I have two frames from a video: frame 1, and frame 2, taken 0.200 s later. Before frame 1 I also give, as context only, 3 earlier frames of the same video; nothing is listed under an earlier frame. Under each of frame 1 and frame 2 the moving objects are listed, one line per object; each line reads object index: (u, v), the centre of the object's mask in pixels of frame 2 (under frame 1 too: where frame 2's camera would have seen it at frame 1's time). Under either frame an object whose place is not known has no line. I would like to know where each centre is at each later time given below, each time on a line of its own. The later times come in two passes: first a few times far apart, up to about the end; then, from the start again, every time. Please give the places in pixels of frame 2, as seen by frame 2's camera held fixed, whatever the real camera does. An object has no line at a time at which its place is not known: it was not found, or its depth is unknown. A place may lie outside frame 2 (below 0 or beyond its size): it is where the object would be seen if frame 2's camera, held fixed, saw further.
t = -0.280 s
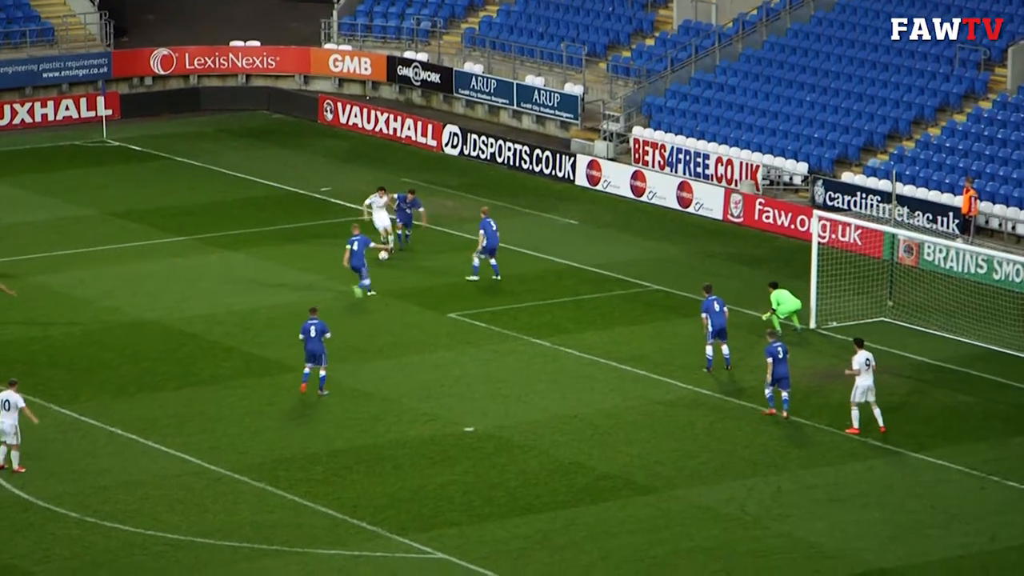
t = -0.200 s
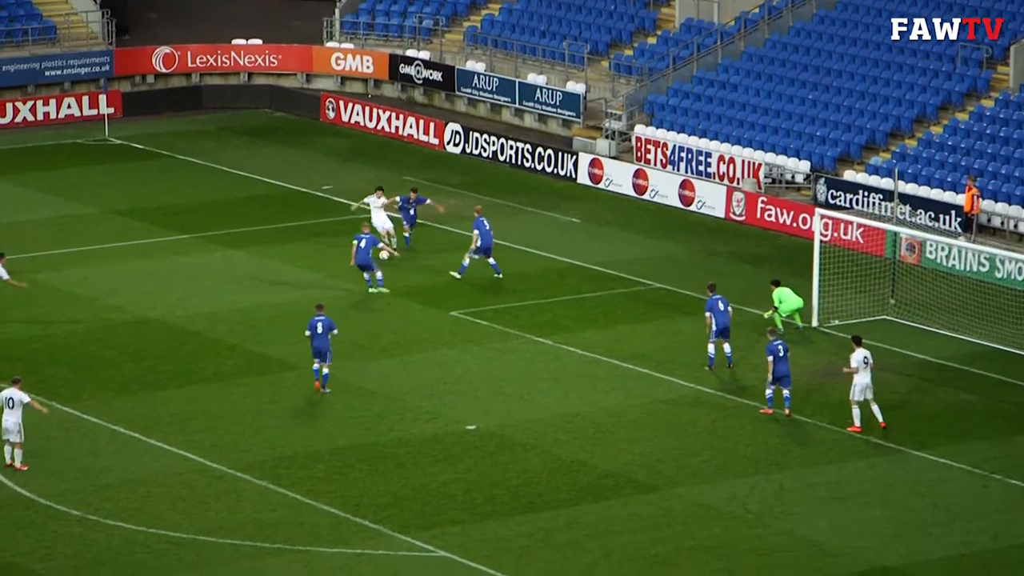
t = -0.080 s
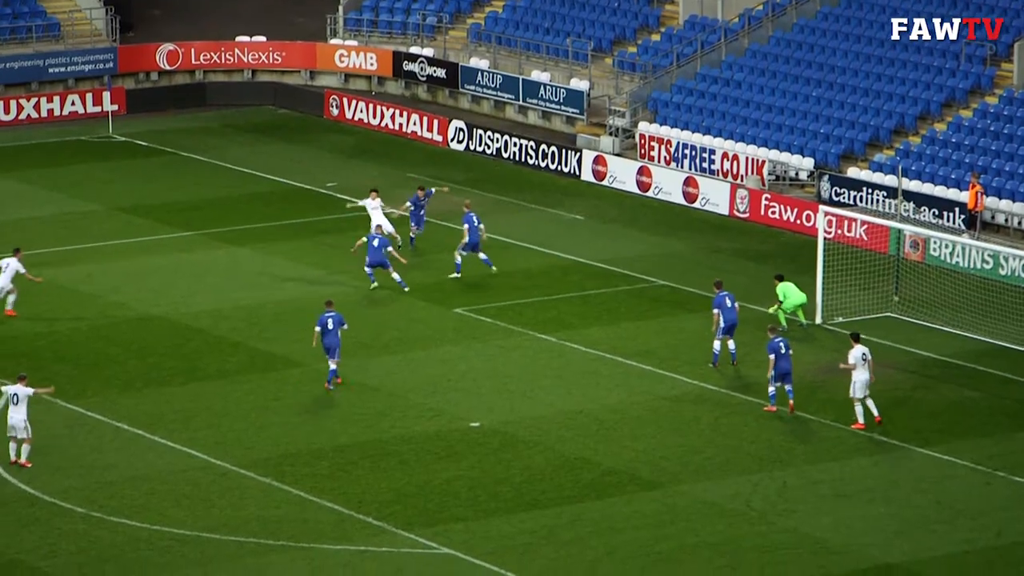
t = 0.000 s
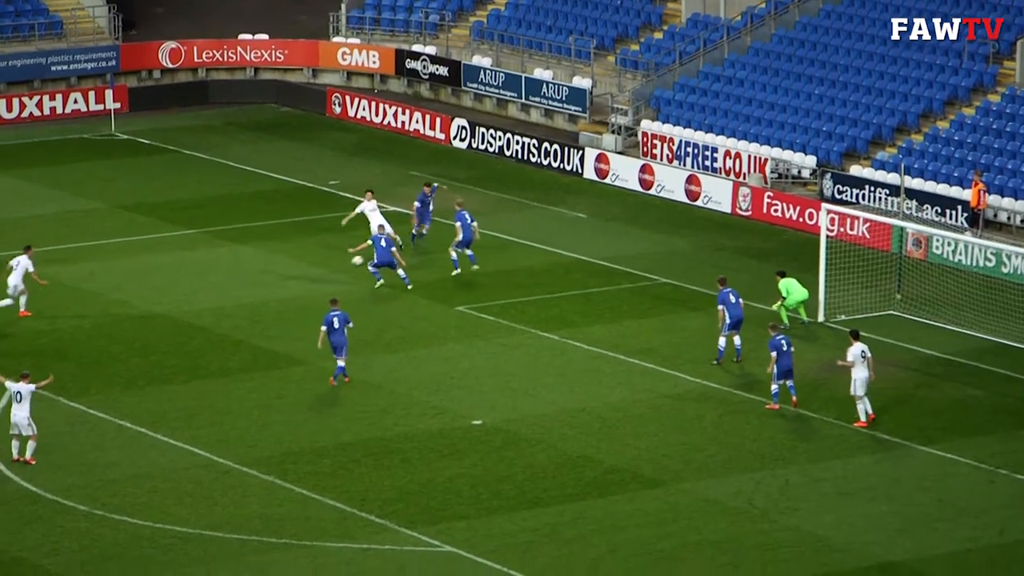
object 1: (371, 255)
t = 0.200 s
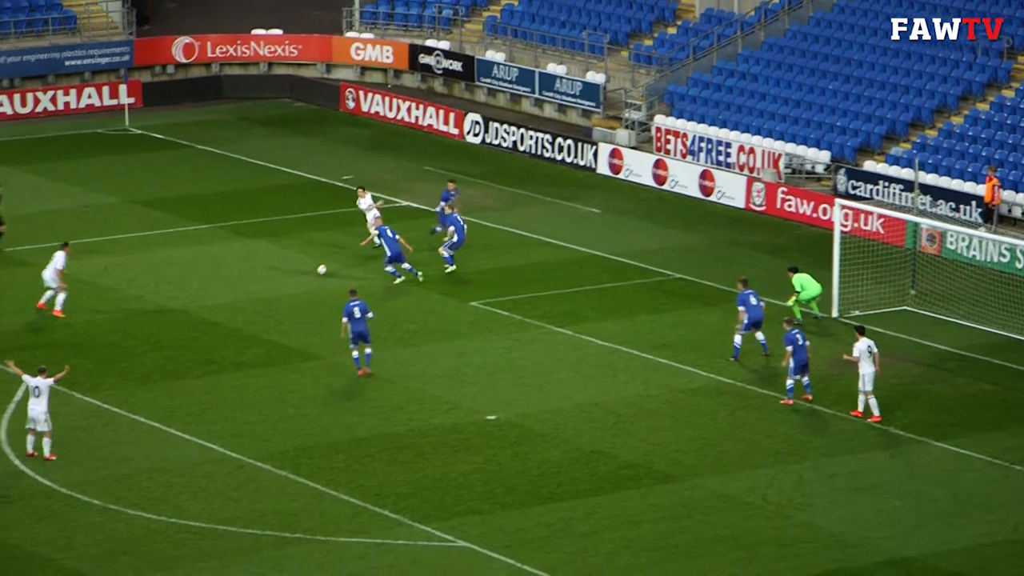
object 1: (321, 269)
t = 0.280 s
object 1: (305, 273)
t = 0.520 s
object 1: (256, 288)
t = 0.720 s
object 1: (221, 299)
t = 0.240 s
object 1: (313, 272)
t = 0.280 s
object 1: (305, 273)
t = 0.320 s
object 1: (296, 276)
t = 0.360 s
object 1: (288, 278)
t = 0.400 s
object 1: (279, 280)
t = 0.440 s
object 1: (272, 283)
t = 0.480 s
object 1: (264, 286)
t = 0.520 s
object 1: (256, 288)
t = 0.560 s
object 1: (249, 290)
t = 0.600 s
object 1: (242, 292)
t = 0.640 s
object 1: (235, 294)
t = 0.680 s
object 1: (228, 297)
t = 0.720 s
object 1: (221, 299)
